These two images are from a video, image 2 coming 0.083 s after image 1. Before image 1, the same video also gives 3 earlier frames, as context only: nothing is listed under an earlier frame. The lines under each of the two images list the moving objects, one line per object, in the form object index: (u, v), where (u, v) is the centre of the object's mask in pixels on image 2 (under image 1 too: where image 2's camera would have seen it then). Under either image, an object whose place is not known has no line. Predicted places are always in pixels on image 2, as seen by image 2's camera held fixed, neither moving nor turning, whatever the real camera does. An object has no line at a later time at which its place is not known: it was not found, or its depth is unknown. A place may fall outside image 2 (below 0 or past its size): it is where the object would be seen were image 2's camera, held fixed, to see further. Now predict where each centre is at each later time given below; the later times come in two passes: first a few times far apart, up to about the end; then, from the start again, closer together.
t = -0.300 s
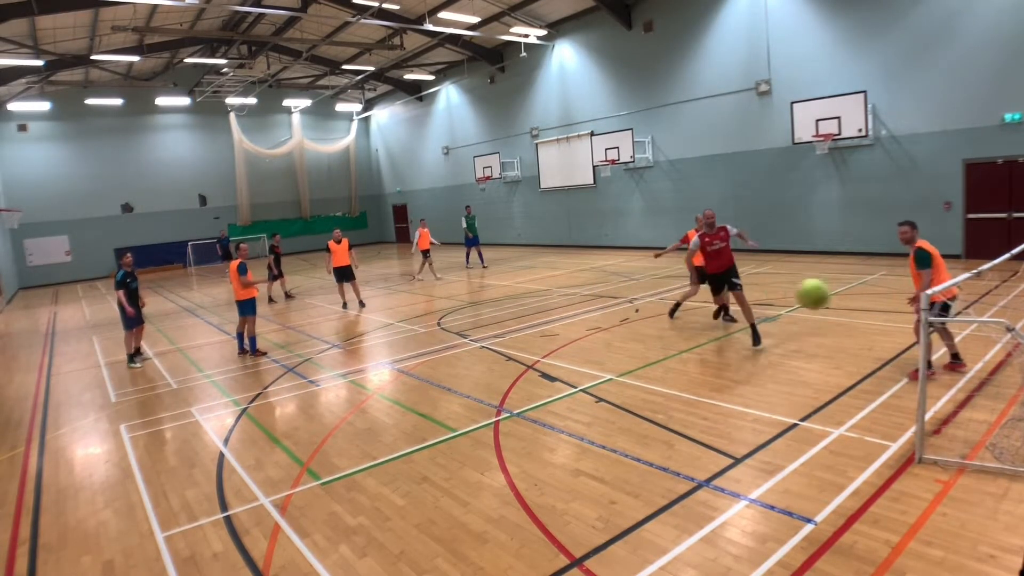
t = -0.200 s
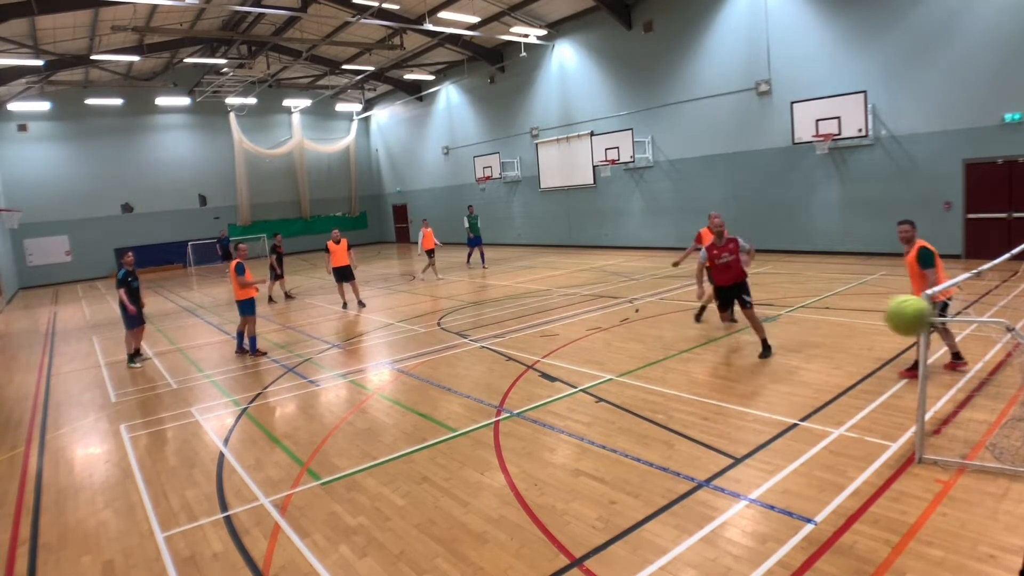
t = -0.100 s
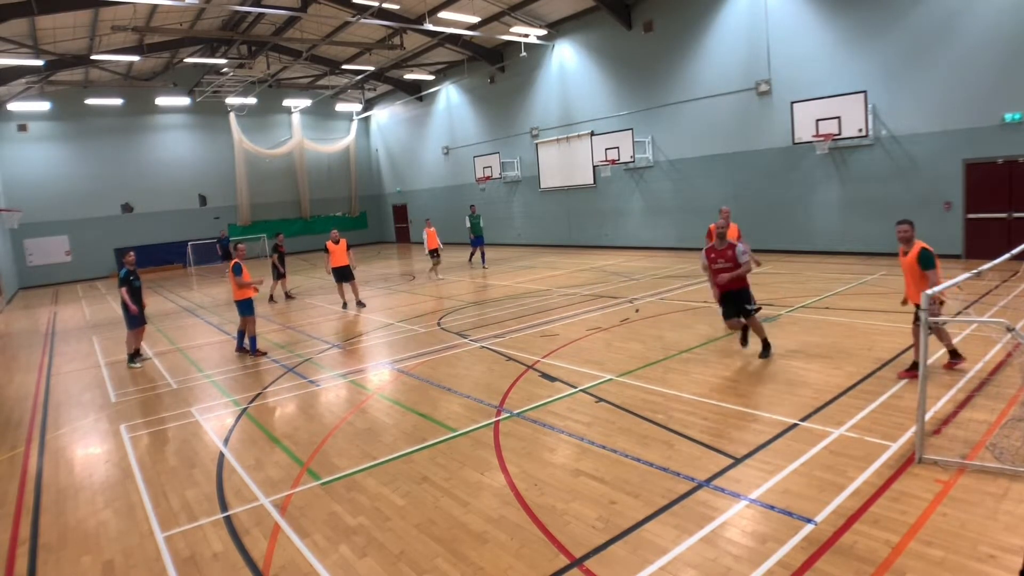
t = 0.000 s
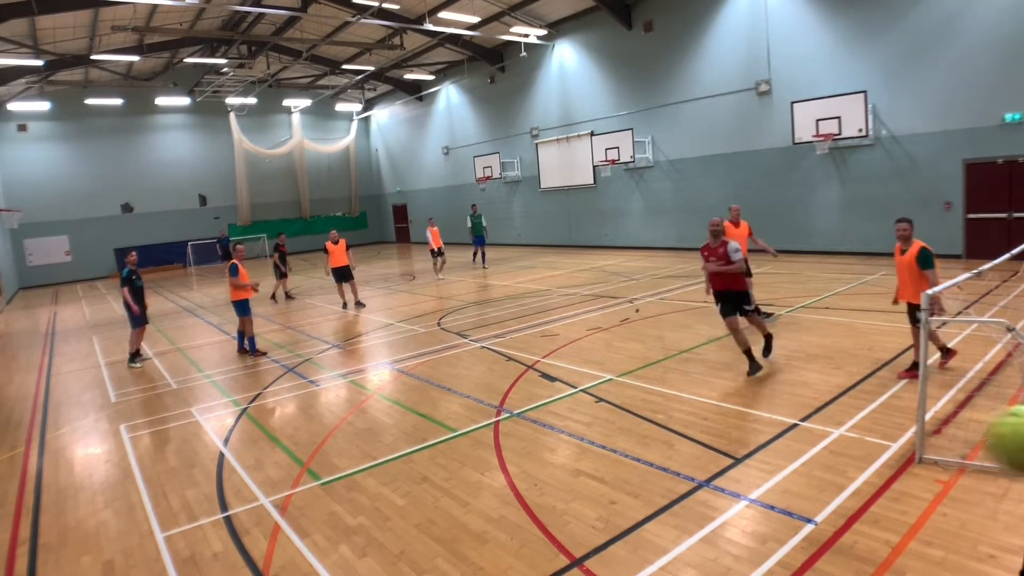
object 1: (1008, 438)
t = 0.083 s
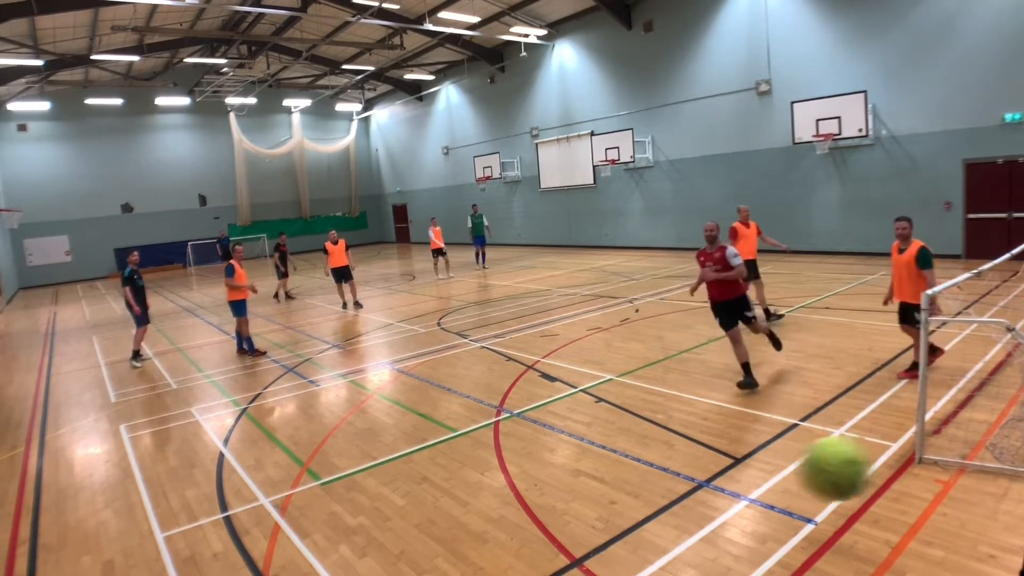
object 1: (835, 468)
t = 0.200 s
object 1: (623, 521)
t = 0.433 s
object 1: (370, 567)
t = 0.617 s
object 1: (281, 473)
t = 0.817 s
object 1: (215, 433)
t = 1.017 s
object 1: (172, 452)
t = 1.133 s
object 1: (158, 482)
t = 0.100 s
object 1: (802, 476)
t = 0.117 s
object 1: (769, 483)
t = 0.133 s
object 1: (736, 490)
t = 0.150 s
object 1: (705, 498)
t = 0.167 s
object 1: (677, 506)
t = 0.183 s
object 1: (649, 513)
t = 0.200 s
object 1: (623, 521)
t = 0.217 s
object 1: (597, 529)
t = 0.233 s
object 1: (573, 538)
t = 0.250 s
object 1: (551, 546)
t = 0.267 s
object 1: (528, 554)
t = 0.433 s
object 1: (370, 567)
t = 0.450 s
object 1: (360, 562)
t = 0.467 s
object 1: (351, 554)
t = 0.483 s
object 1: (342, 542)
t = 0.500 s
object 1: (333, 531)
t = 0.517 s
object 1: (325, 521)
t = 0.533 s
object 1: (317, 512)
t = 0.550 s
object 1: (309, 503)
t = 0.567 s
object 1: (301, 494)
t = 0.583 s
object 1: (294, 487)
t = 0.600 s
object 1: (287, 480)
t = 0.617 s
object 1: (281, 473)
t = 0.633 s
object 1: (274, 467)
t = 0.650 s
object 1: (267, 462)
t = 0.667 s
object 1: (261, 456)
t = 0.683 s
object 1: (255, 452)
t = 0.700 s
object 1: (249, 448)
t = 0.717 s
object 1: (244, 444)
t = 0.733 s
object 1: (238, 442)
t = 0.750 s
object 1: (233, 439)
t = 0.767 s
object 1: (228, 437)
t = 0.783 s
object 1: (224, 435)
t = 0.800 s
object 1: (219, 434)
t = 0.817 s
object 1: (215, 433)
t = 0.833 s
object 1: (210, 433)
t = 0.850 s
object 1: (206, 433)
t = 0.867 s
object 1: (202, 434)
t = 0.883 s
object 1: (198, 435)
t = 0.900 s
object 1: (195, 435)
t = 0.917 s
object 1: (190, 437)
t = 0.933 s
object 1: (188, 439)
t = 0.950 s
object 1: (185, 441)
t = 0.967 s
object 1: (181, 443)
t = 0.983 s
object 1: (178, 446)
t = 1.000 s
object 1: (175, 449)
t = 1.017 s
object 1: (172, 452)
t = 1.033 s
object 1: (170, 456)
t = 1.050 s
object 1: (168, 459)
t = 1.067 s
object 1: (165, 463)
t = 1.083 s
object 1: (163, 468)
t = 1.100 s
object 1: (161, 472)
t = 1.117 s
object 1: (160, 477)
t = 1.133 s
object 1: (158, 482)
